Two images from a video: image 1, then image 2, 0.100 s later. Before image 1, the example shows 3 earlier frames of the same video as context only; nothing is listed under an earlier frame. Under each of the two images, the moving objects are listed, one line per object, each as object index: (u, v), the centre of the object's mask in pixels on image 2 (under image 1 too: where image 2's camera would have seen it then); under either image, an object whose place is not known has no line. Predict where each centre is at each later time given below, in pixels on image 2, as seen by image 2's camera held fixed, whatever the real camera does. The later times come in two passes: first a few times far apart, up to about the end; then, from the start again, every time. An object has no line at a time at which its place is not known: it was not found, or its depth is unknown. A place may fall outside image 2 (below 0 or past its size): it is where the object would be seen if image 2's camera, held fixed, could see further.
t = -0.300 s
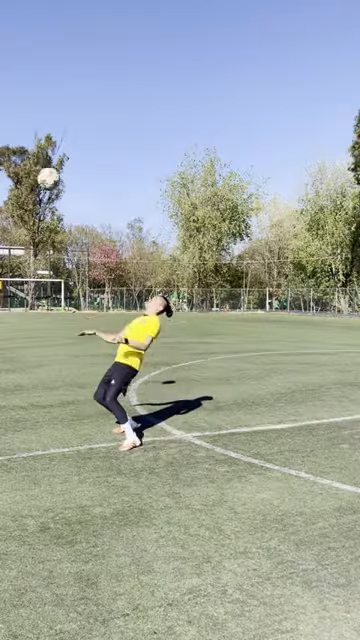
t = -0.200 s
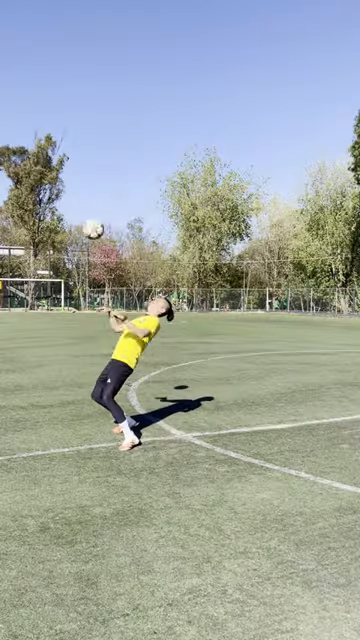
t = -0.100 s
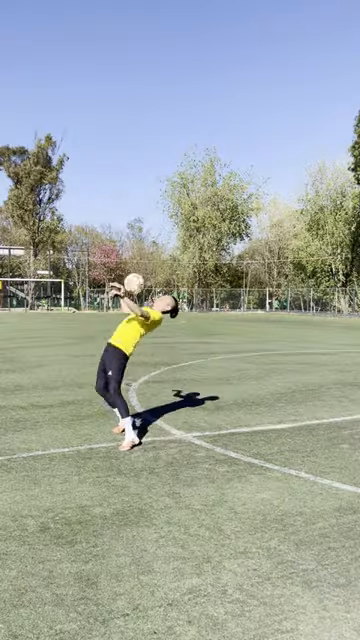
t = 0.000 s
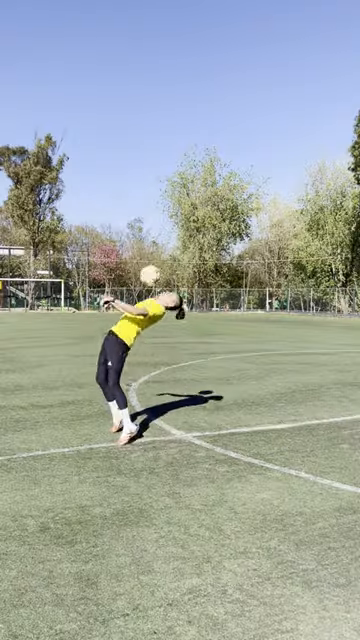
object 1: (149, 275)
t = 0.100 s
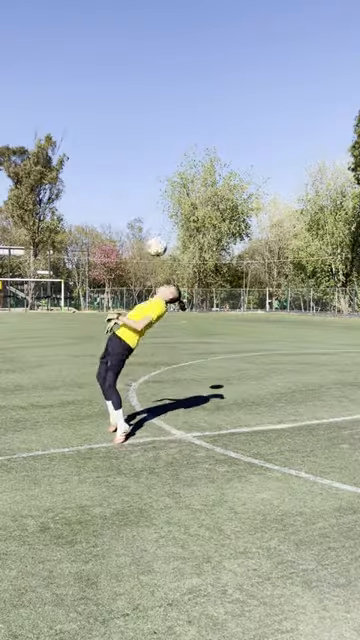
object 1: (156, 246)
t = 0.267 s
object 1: (168, 219)
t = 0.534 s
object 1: (185, 228)
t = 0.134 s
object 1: (158, 238)
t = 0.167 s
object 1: (161, 233)
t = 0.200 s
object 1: (164, 228)
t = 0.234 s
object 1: (166, 222)
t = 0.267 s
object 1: (168, 219)
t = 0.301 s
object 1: (170, 217)
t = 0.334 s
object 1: (172, 215)
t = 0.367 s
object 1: (174, 215)
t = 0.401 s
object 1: (176, 216)
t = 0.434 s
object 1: (178, 217)
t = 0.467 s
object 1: (181, 220)
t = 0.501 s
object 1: (183, 223)
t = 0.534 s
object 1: (185, 228)
